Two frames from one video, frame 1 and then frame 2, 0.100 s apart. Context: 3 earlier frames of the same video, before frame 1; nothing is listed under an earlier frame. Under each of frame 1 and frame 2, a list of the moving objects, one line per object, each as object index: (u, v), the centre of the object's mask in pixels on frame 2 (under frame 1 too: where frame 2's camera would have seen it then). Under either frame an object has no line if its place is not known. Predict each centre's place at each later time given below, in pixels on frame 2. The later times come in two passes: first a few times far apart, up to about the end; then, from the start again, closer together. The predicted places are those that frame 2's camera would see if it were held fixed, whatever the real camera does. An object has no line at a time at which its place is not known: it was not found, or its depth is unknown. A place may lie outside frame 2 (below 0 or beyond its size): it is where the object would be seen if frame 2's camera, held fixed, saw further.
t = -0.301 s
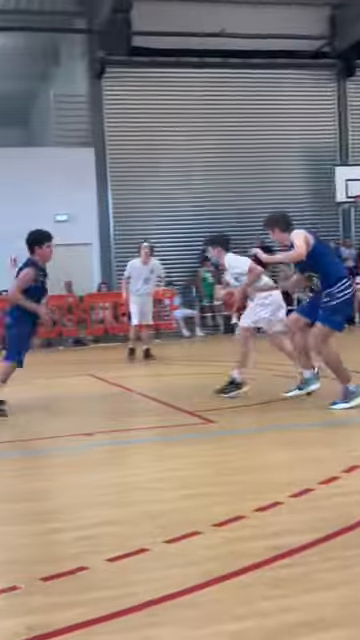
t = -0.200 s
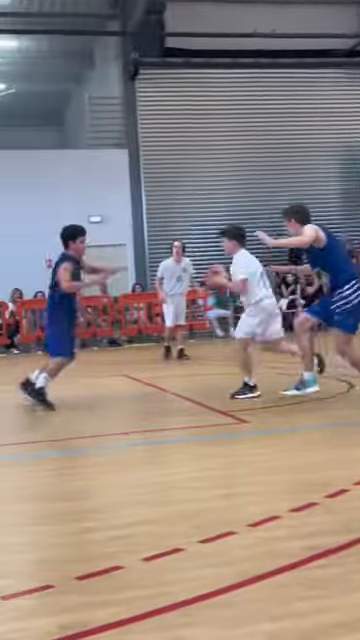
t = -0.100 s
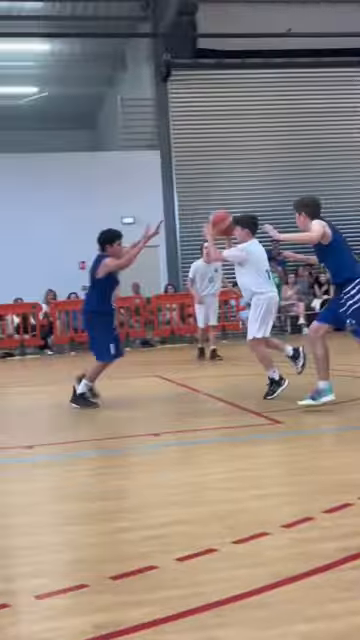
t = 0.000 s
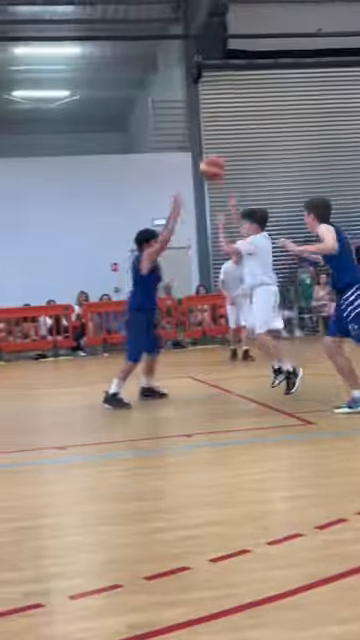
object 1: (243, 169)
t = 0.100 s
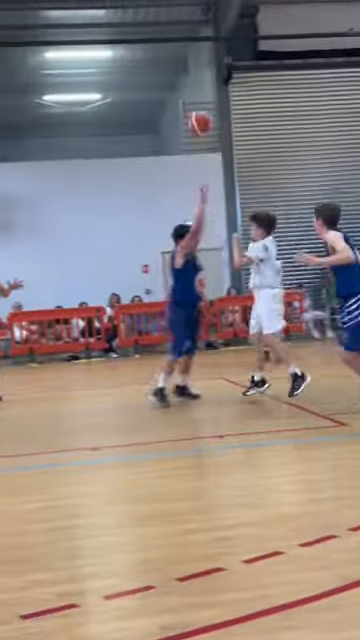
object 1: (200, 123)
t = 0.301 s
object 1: (121, 70)
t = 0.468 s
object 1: (62, 57)
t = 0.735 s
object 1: (-23, 91)
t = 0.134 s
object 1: (186, 110)
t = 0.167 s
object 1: (173, 100)
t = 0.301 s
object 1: (121, 70)
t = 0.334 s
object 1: (109, 66)
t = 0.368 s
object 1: (98, 62)
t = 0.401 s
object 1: (85, 59)
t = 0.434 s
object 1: (74, 57)
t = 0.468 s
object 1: (62, 57)
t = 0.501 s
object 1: (51, 58)
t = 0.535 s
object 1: (40, 60)
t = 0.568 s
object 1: (29, 62)
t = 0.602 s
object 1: (19, 66)
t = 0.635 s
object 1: (8, 70)
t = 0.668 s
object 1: (-2, 77)
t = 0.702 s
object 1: (-13, 84)
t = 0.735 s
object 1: (-23, 91)
